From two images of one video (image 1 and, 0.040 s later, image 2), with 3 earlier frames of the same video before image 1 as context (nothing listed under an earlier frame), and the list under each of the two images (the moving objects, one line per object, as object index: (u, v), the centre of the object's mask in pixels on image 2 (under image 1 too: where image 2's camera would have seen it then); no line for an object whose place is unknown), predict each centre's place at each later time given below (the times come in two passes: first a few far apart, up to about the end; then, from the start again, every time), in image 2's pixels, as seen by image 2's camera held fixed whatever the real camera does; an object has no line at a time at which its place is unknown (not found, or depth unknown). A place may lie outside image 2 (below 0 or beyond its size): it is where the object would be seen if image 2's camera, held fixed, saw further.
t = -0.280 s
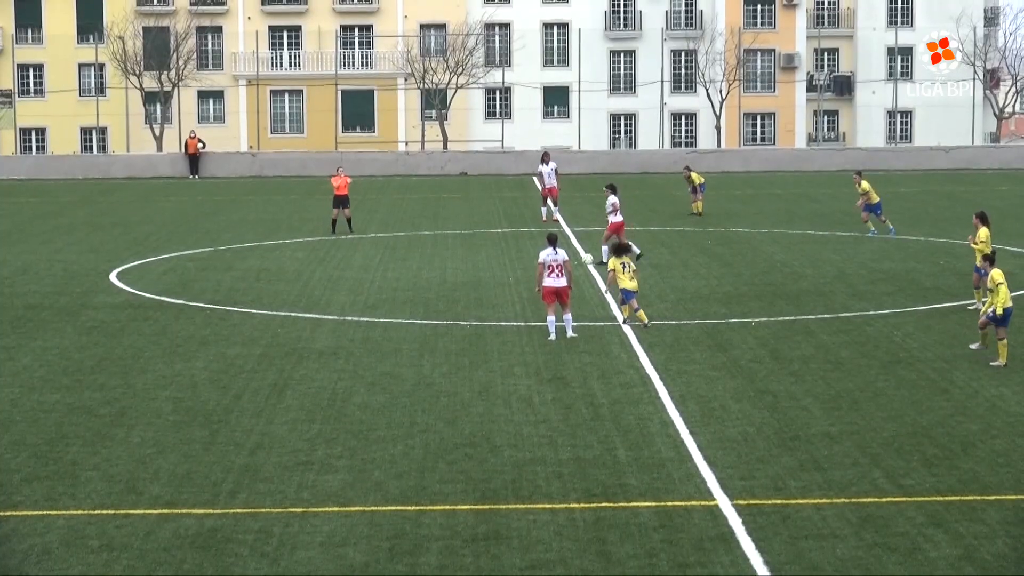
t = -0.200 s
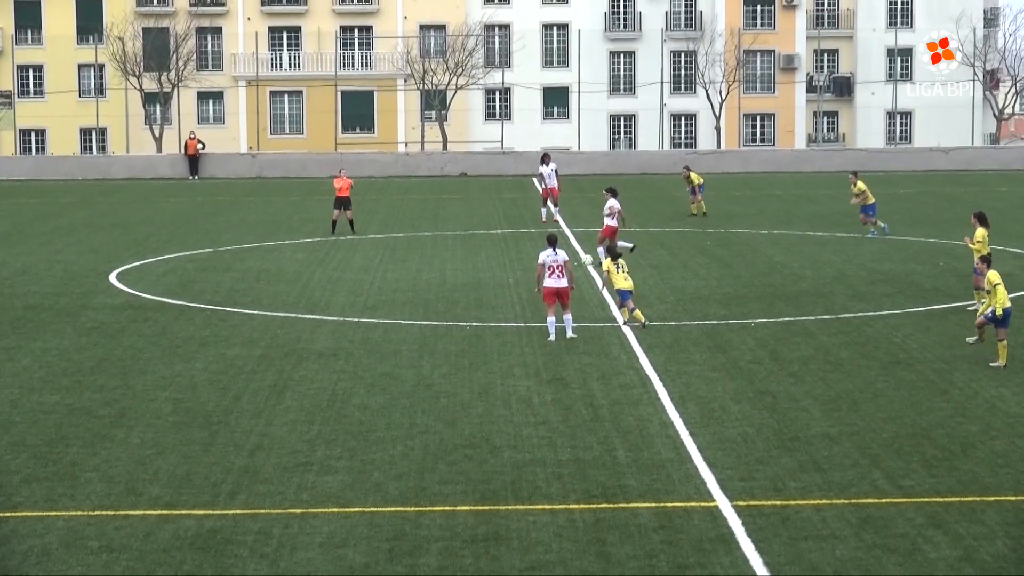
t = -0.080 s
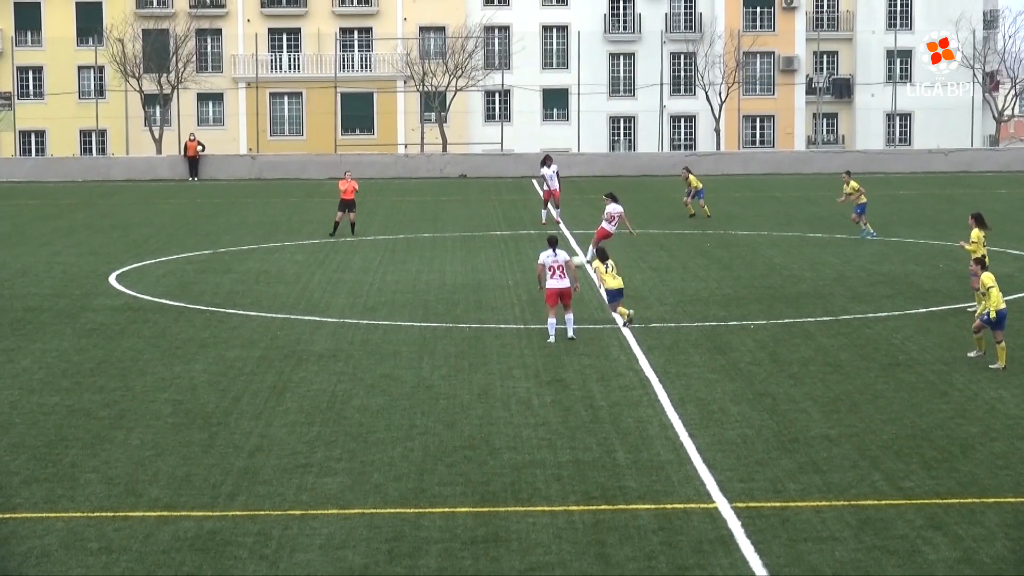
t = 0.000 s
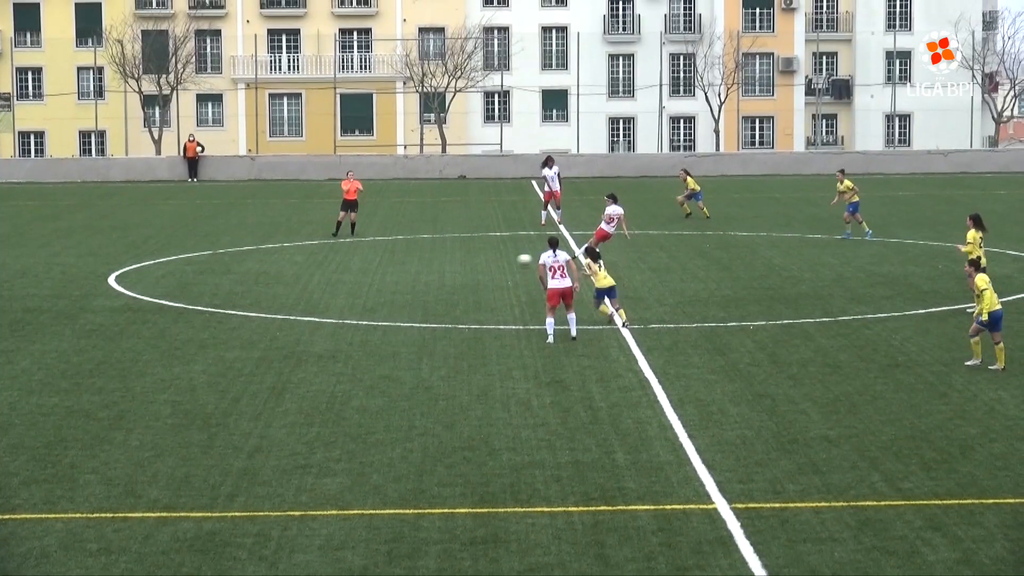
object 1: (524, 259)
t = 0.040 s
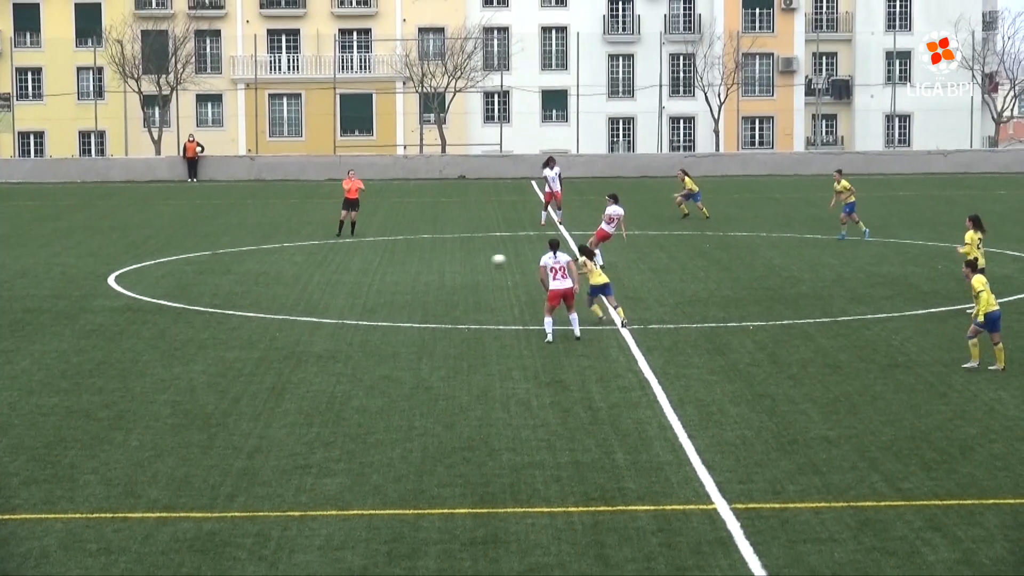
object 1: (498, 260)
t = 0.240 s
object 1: (382, 262)
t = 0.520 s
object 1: (252, 265)
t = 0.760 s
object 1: (164, 263)
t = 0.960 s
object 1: (94, 264)
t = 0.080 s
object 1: (473, 260)
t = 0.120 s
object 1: (448, 262)
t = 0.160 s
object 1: (425, 263)
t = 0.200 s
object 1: (403, 262)
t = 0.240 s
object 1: (382, 262)
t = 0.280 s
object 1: (361, 262)
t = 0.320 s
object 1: (341, 264)
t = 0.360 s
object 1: (322, 264)
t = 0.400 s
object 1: (304, 263)
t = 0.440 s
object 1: (286, 263)
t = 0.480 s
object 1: (269, 264)
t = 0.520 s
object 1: (252, 265)
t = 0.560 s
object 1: (237, 264)
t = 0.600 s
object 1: (222, 263)
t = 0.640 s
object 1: (207, 263)
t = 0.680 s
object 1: (193, 264)
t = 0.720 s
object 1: (178, 265)
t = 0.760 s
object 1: (164, 263)
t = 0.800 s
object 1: (150, 262)
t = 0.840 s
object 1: (136, 263)
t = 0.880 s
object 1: (122, 264)
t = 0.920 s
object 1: (108, 265)
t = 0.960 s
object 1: (94, 264)
